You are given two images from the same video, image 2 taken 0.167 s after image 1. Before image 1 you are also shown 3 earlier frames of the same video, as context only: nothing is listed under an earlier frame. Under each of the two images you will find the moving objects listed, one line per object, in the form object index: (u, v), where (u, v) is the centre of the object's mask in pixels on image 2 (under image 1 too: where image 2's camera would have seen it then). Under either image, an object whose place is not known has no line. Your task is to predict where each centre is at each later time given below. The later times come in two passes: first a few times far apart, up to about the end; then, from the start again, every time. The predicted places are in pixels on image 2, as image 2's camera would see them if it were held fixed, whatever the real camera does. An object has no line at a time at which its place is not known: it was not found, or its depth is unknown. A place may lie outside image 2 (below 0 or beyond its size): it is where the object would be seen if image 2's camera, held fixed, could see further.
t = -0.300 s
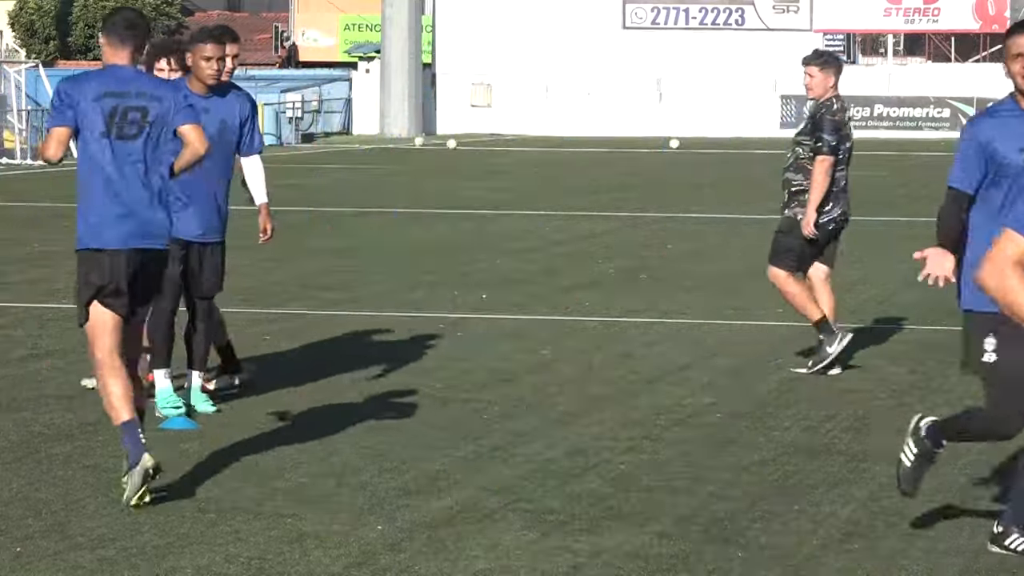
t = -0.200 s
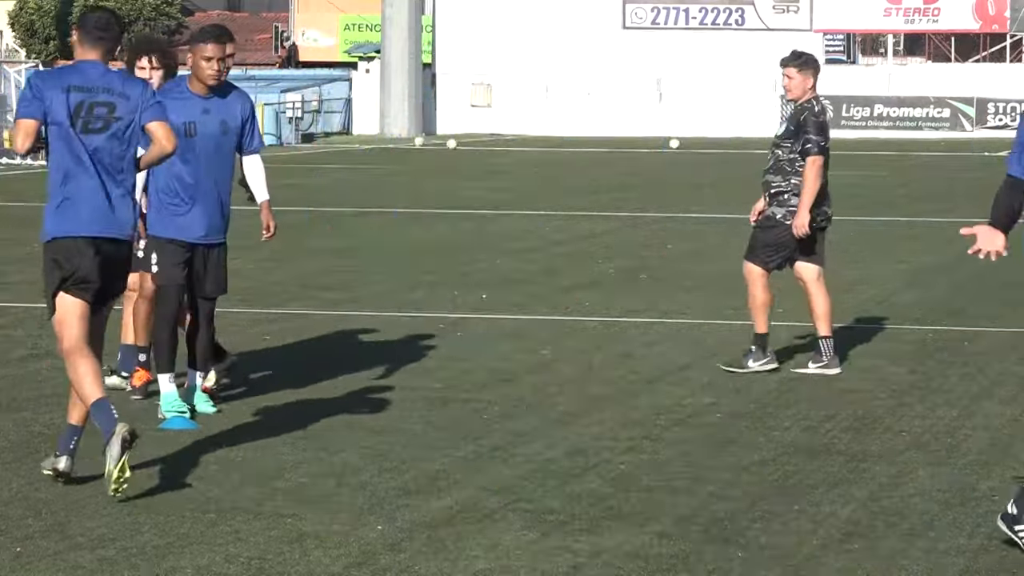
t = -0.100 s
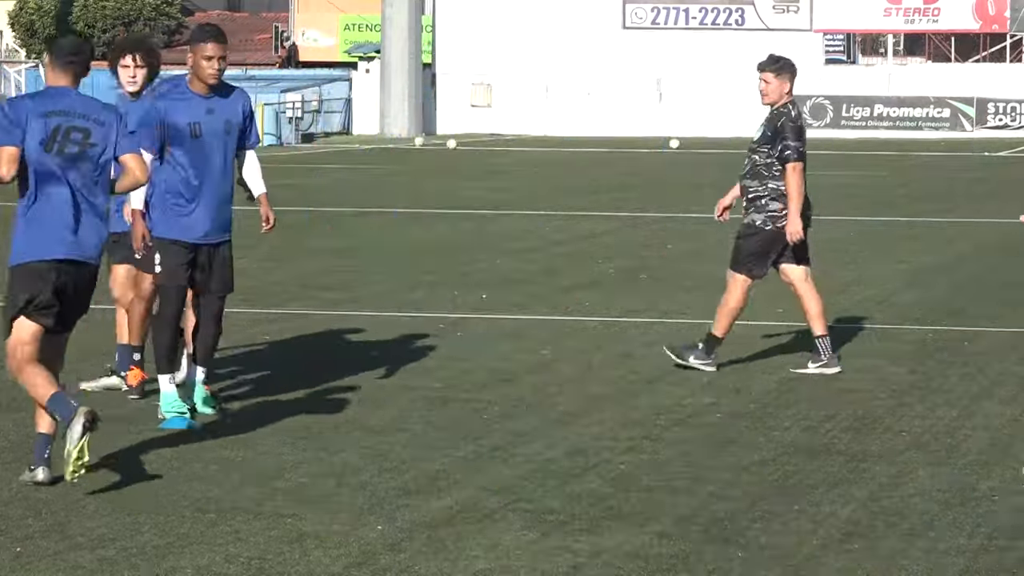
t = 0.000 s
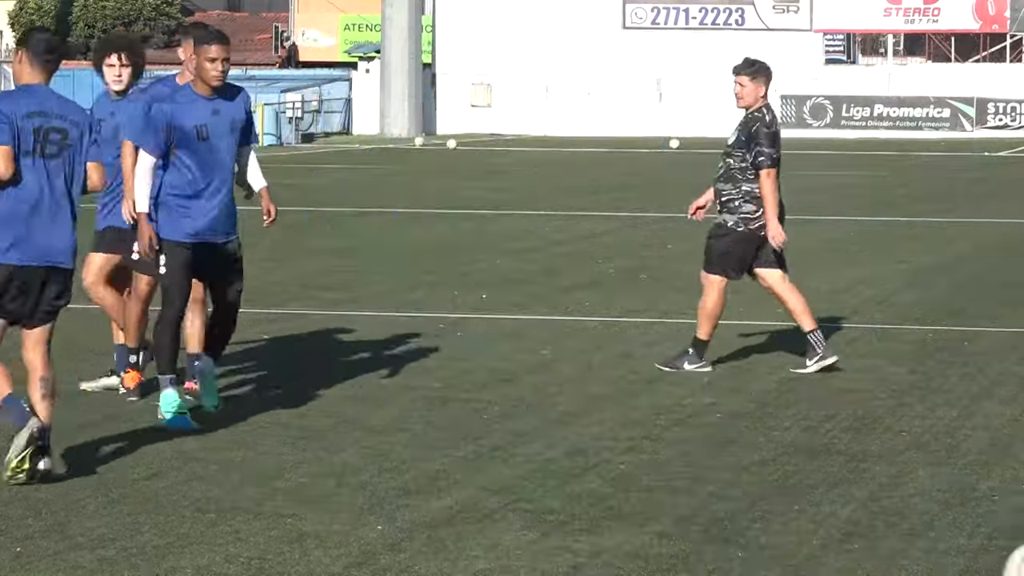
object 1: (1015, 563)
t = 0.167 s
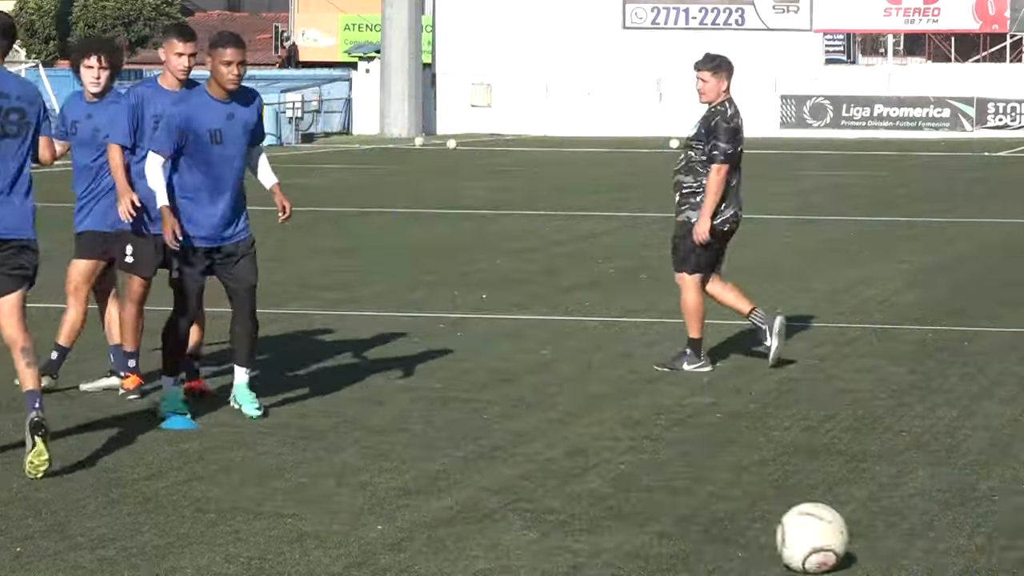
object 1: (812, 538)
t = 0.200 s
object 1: (775, 529)
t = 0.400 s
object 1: (595, 495)
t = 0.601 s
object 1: (456, 468)
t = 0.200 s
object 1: (775, 529)
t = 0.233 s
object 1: (740, 520)
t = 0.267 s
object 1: (707, 516)
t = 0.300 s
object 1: (676, 510)
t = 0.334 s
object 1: (649, 502)
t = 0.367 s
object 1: (621, 497)
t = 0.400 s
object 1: (595, 495)
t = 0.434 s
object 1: (569, 489)
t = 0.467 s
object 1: (545, 485)
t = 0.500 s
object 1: (522, 480)
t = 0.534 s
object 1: (499, 475)
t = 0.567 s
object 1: (477, 472)
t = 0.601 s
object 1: (456, 468)
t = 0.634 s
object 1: (435, 464)
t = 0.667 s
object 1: (415, 460)
